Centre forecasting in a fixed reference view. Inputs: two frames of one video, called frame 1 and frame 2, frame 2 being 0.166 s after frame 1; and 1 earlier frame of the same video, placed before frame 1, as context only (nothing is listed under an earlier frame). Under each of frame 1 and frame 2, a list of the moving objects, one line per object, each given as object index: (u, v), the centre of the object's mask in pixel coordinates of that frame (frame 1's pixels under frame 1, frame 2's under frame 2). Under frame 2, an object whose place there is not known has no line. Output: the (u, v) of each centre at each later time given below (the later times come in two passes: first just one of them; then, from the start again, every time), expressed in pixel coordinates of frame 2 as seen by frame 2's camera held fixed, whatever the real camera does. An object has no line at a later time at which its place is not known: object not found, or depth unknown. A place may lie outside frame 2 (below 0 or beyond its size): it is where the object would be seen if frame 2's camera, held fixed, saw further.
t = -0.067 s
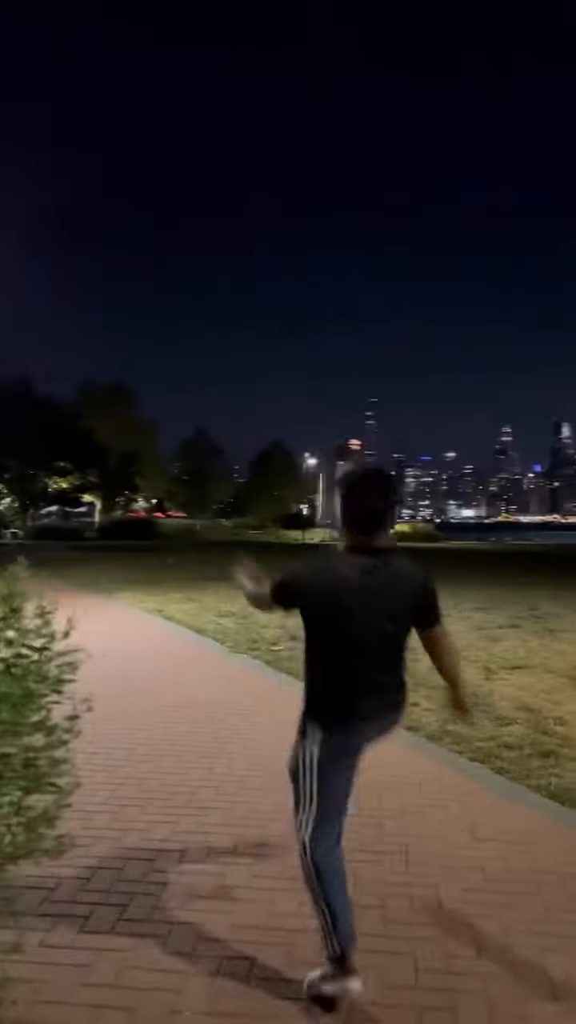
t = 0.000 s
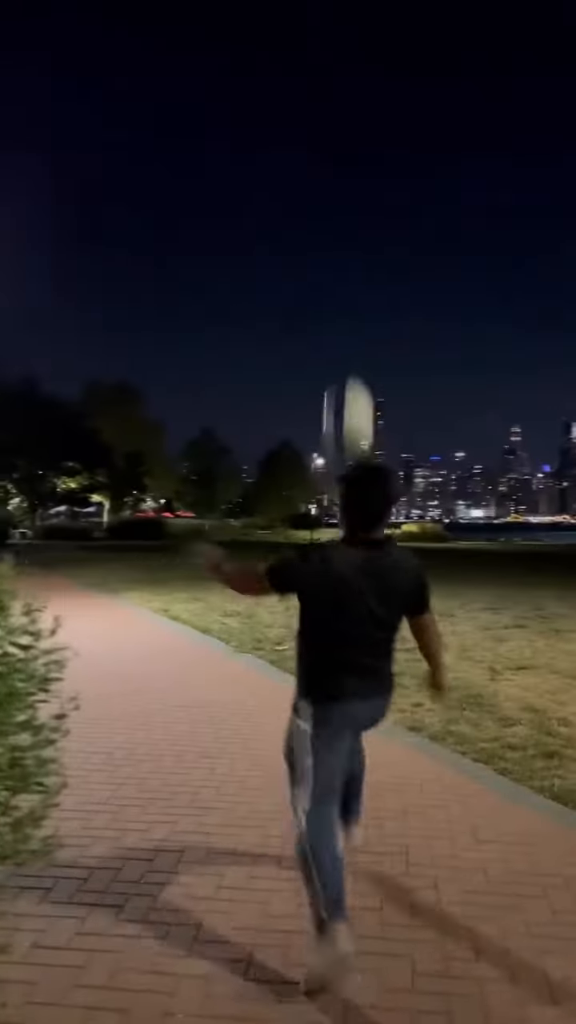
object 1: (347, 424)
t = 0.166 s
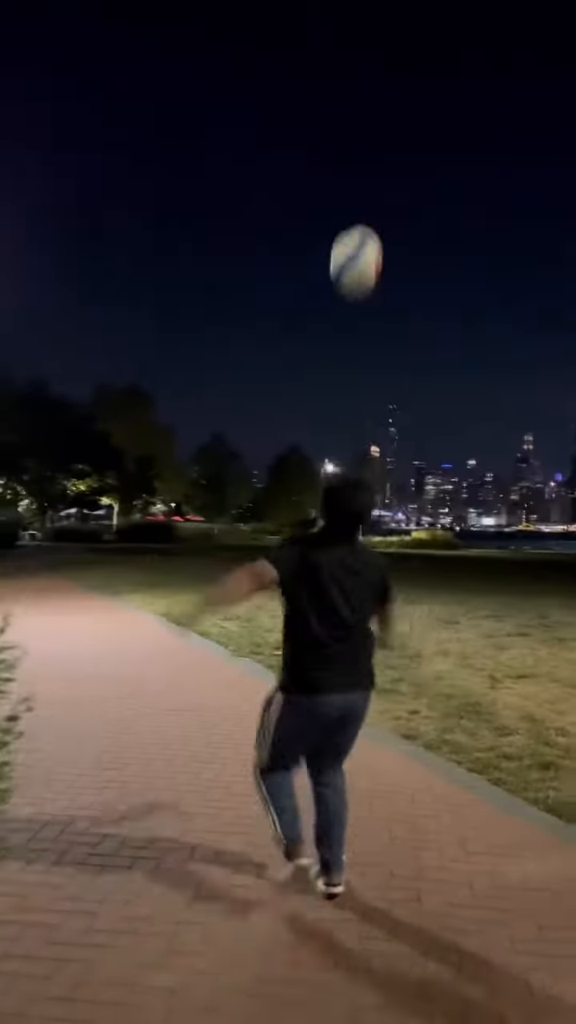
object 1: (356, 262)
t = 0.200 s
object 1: (356, 241)
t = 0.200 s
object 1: (356, 241)
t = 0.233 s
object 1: (357, 223)
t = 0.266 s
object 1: (358, 203)
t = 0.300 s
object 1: (360, 187)
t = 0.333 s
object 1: (360, 179)
